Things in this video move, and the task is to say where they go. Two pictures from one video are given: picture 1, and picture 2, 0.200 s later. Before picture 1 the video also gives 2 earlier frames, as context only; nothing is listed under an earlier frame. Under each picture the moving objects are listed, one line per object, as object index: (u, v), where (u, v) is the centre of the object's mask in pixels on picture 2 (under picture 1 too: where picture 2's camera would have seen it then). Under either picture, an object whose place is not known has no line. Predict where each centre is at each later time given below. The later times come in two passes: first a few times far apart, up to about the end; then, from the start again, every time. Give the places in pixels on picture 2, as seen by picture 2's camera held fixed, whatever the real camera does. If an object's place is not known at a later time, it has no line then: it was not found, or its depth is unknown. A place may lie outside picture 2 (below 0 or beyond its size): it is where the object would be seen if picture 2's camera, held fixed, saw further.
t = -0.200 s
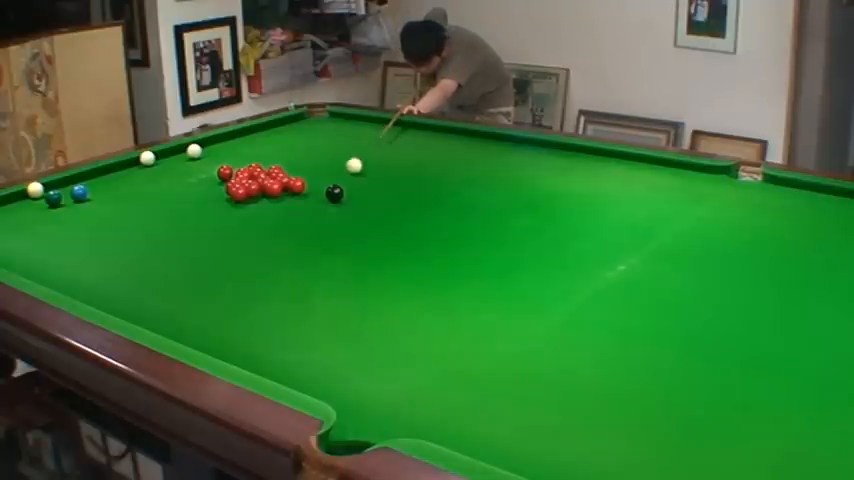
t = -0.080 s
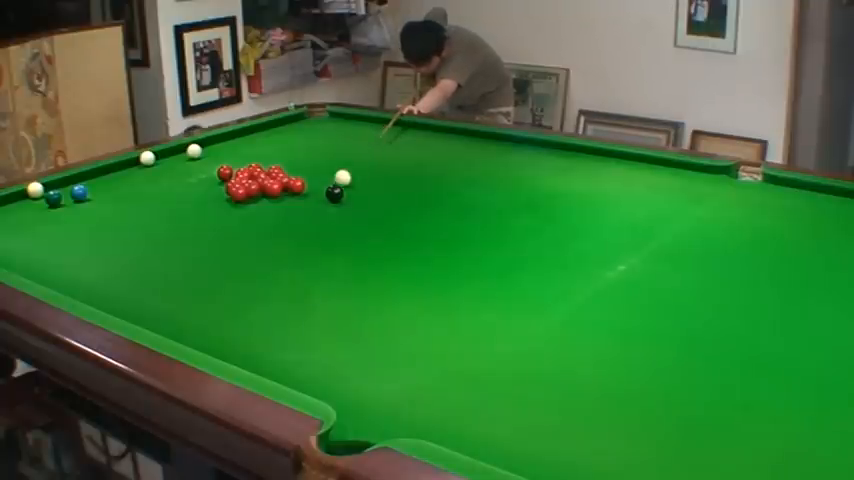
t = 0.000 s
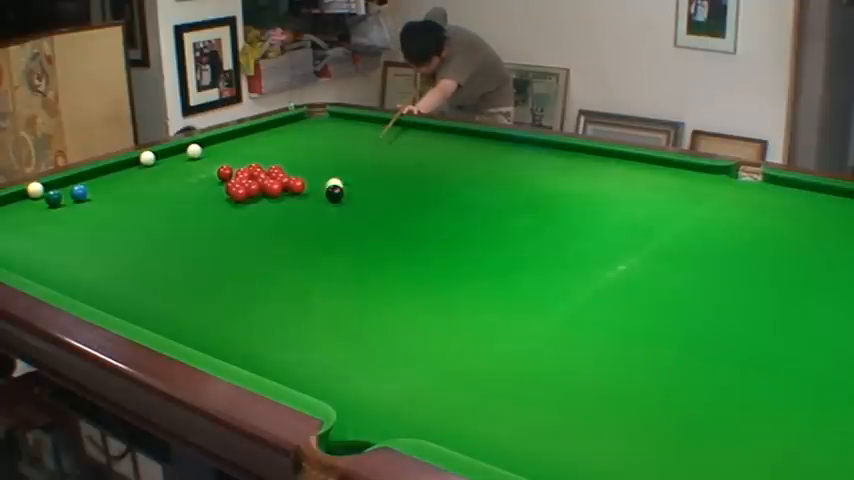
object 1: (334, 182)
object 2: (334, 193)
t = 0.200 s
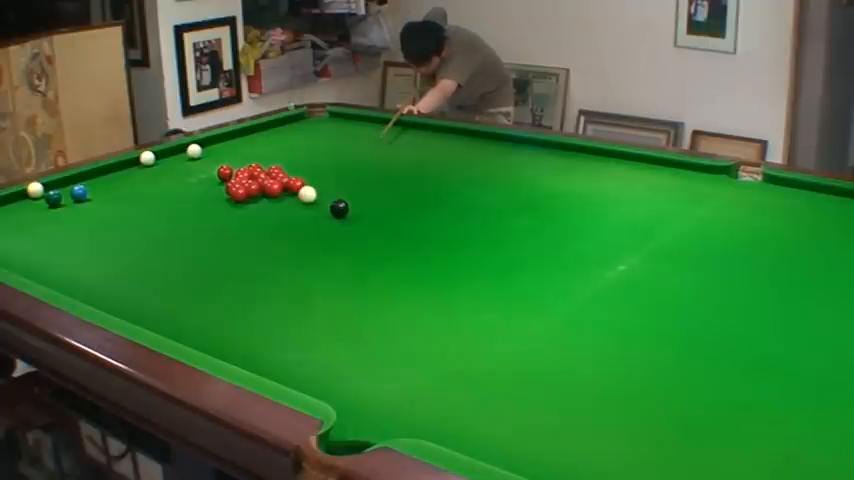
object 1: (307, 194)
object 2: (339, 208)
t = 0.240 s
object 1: (302, 195)
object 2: (340, 211)
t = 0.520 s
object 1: (264, 206)
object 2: (347, 233)
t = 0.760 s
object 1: (232, 215)
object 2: (353, 254)
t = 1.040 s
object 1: (195, 226)
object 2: (361, 281)
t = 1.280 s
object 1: (164, 235)
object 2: (368, 307)
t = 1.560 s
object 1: (128, 245)
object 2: (377, 340)
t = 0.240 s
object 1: (302, 195)
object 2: (340, 211)
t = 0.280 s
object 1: (296, 197)
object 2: (341, 214)
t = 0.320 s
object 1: (291, 198)
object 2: (342, 217)
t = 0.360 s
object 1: (286, 200)
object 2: (343, 220)
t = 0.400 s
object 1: (280, 201)
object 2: (344, 223)
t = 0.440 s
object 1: (275, 203)
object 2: (345, 227)
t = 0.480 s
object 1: (270, 205)
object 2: (346, 230)
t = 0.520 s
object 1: (264, 206)
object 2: (347, 233)
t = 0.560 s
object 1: (259, 208)
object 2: (347, 237)
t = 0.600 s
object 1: (254, 209)
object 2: (348, 240)
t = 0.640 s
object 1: (248, 211)
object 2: (349, 243)
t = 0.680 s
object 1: (243, 212)
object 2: (351, 247)
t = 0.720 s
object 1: (237, 214)
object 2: (352, 251)
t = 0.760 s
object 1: (232, 215)
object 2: (353, 254)
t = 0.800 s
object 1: (226, 217)
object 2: (354, 258)
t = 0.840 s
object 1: (221, 218)
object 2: (355, 261)
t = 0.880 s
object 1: (216, 220)
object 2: (356, 265)
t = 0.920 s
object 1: (211, 221)
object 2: (357, 269)
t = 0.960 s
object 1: (205, 223)
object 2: (358, 273)
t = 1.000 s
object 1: (200, 224)
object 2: (359, 277)
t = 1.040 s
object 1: (195, 226)
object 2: (361, 281)
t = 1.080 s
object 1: (189, 227)
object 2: (362, 285)
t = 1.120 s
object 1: (184, 229)
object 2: (363, 289)
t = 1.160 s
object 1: (179, 230)
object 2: (364, 294)
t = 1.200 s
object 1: (174, 232)
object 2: (365, 298)
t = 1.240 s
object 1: (169, 233)
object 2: (367, 302)
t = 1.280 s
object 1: (164, 235)
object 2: (368, 307)
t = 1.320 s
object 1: (158, 236)
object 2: (369, 311)
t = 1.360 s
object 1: (153, 237)
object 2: (370, 316)
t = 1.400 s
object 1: (148, 239)
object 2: (372, 321)
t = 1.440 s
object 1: (143, 240)
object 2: (373, 325)
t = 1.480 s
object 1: (138, 242)
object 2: (374, 330)
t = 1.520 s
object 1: (133, 243)
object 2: (376, 335)
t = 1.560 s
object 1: (128, 245)
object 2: (377, 340)
